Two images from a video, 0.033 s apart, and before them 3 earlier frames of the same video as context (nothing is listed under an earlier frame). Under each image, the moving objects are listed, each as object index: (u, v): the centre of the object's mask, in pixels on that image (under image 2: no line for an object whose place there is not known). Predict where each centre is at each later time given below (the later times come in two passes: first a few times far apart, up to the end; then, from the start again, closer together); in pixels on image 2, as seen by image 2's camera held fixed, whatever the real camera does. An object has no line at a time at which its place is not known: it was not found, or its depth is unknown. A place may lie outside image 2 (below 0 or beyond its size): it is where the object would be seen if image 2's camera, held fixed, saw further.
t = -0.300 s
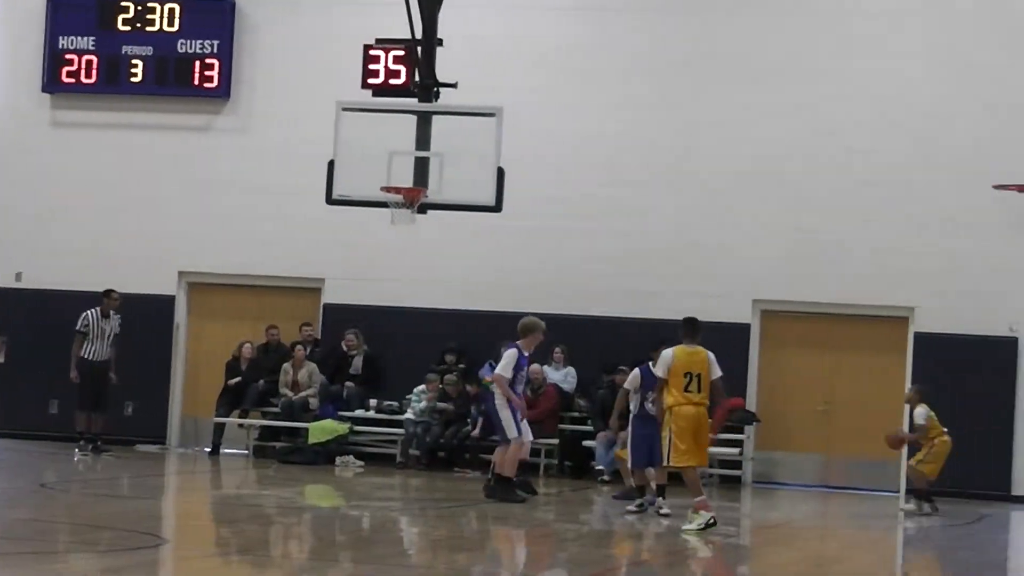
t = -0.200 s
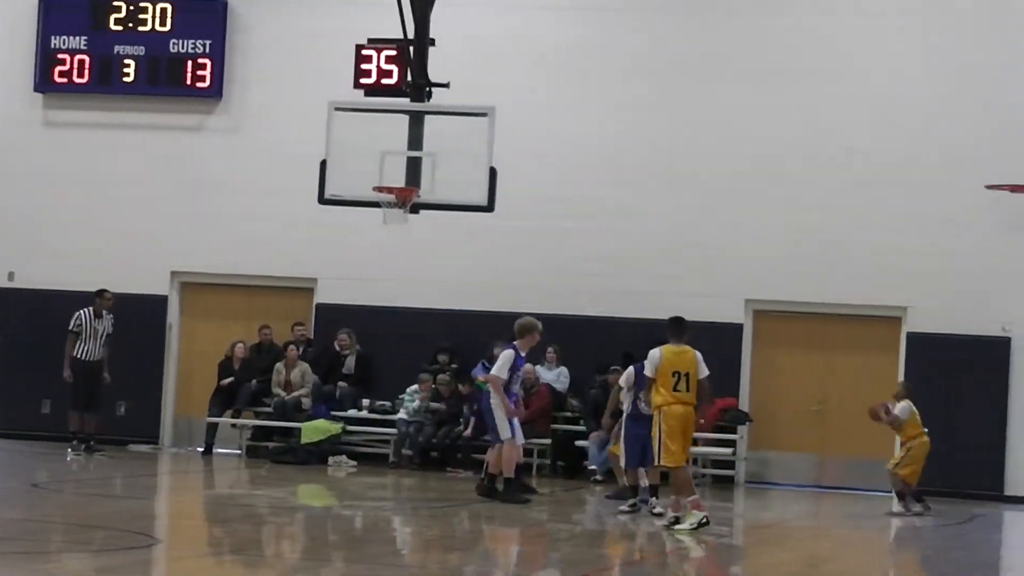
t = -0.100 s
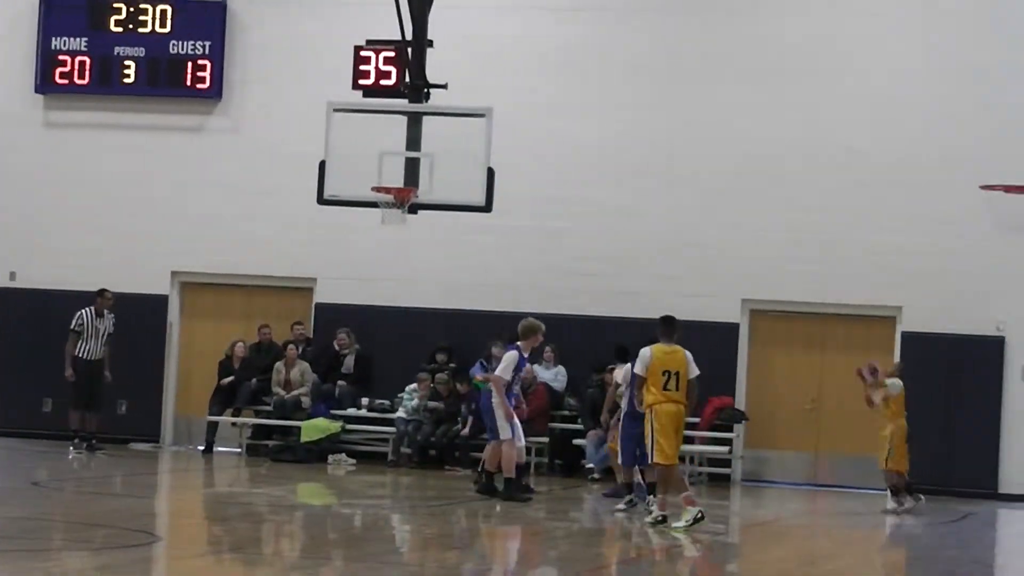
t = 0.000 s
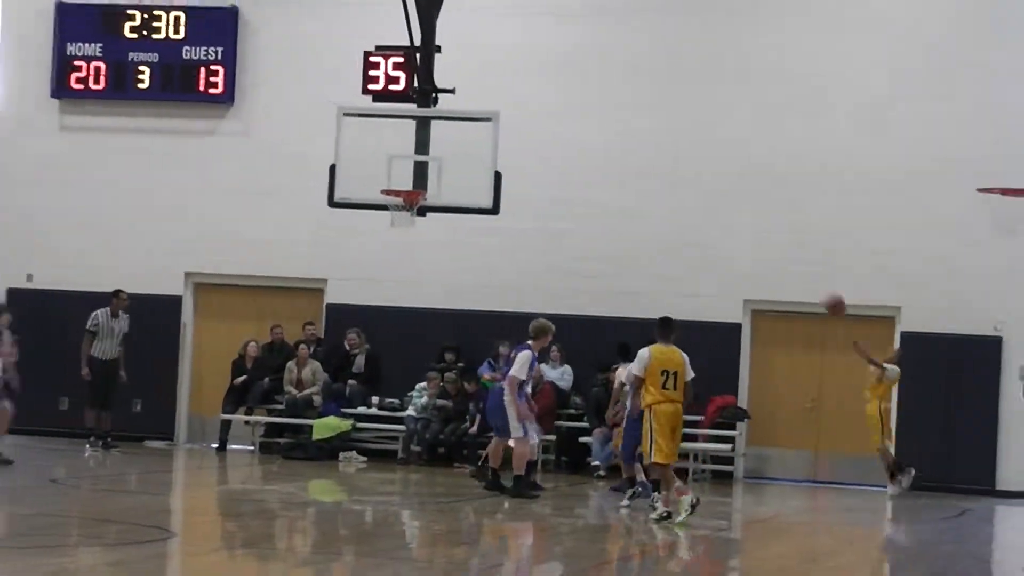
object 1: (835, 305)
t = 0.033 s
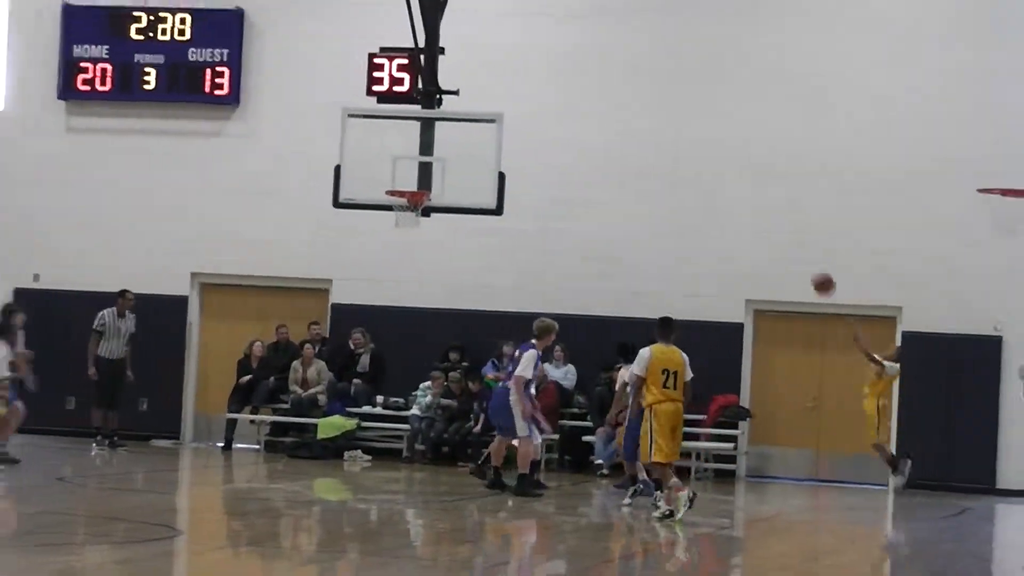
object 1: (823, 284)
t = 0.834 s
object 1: (509, 76)
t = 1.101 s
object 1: (400, 138)
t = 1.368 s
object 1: (295, 258)
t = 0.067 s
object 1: (811, 262)
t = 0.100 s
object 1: (797, 244)
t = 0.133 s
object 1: (785, 224)
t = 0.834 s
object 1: (509, 76)
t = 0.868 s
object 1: (496, 80)
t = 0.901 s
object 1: (481, 86)
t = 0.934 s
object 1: (466, 93)
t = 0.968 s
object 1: (454, 99)
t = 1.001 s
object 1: (440, 107)
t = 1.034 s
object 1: (427, 114)
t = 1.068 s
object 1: (413, 126)
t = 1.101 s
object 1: (400, 138)
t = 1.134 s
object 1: (387, 150)
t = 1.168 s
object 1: (374, 162)
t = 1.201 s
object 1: (360, 176)
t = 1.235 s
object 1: (347, 191)
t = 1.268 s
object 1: (334, 206)
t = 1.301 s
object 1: (321, 222)
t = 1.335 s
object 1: (307, 240)
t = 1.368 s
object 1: (295, 258)
